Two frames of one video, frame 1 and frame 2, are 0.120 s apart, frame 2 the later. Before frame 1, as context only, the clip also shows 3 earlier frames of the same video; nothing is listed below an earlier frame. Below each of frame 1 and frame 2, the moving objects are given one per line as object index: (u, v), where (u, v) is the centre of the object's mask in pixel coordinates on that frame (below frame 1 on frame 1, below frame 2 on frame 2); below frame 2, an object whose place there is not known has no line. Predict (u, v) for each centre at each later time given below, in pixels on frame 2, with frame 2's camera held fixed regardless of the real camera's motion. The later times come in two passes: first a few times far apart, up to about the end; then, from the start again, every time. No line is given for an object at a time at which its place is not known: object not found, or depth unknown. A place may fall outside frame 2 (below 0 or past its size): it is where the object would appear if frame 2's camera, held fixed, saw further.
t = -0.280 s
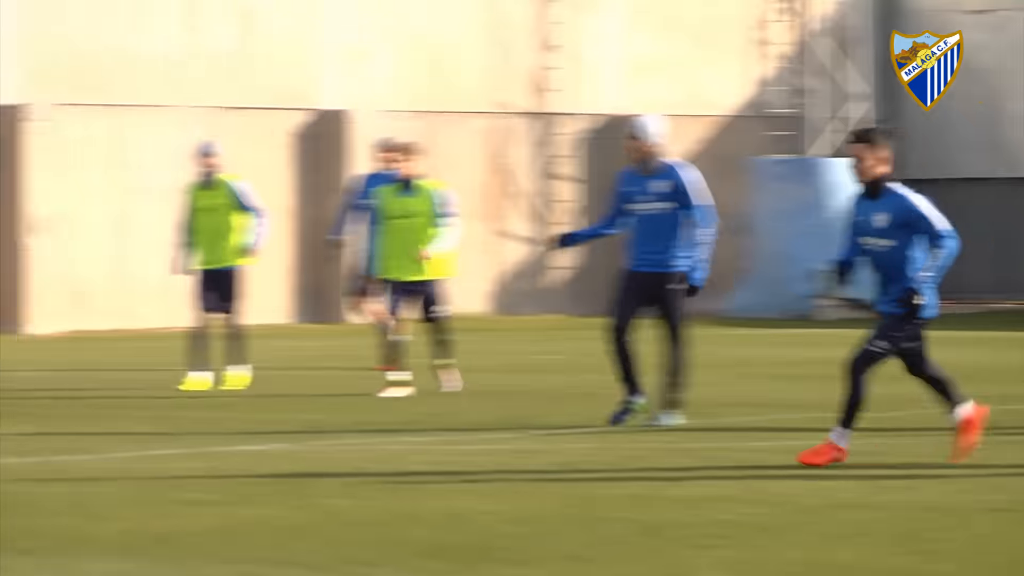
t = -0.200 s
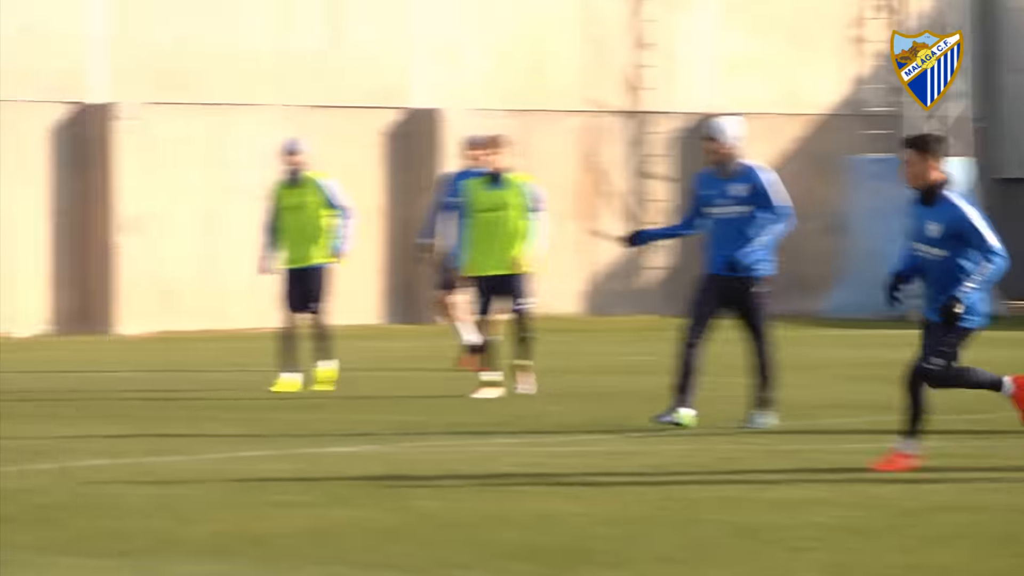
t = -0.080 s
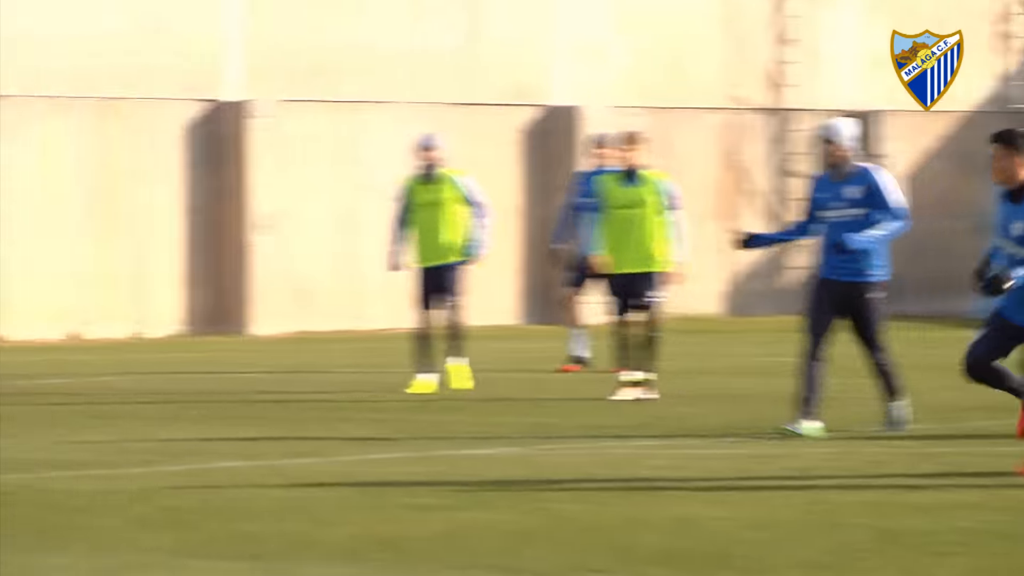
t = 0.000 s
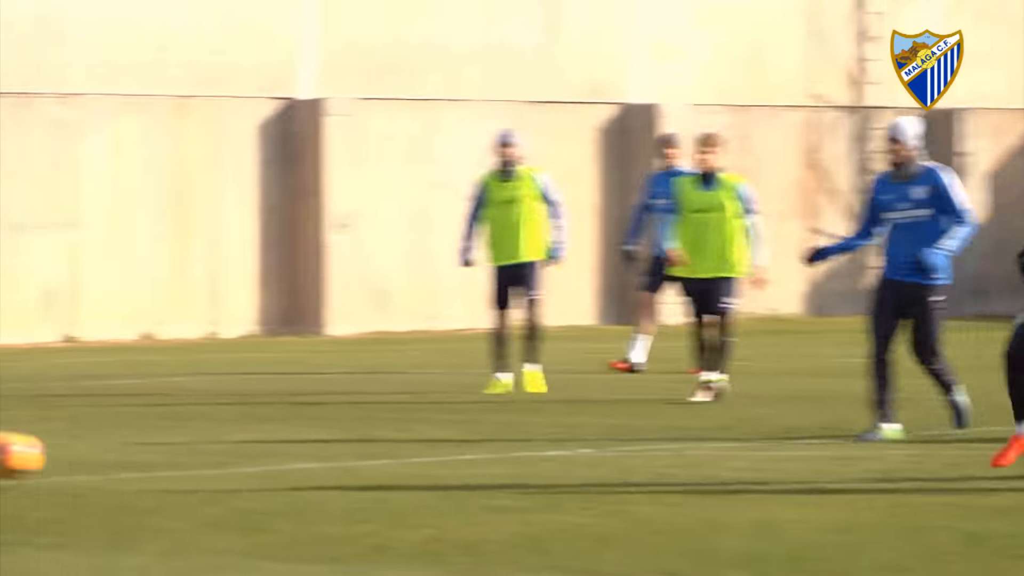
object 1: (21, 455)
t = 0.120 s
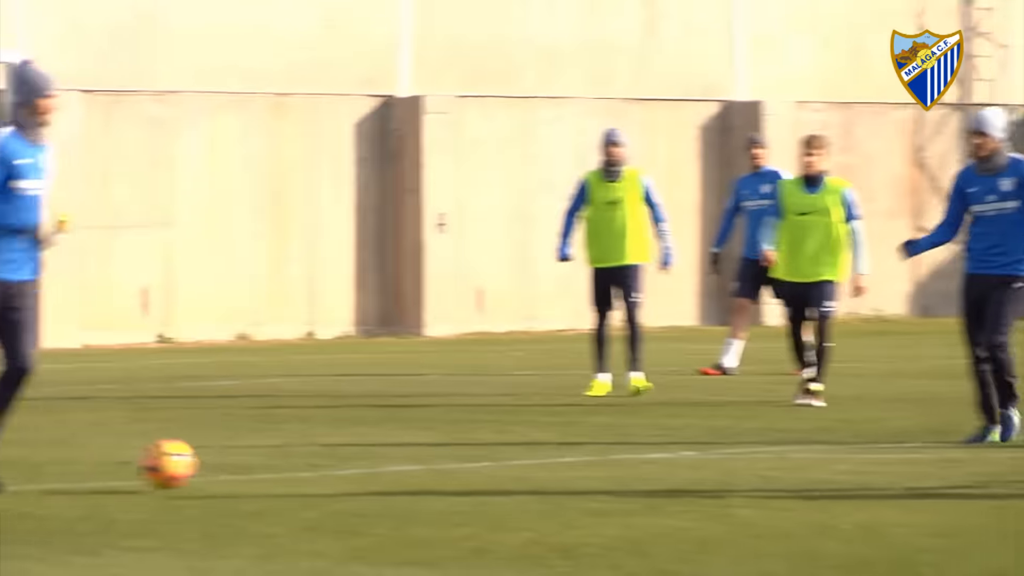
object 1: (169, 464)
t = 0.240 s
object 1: (220, 470)
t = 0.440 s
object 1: (270, 470)
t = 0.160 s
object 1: (186, 462)
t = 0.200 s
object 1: (204, 465)
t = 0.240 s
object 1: (220, 470)
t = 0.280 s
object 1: (231, 469)
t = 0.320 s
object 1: (241, 469)
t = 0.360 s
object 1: (252, 471)
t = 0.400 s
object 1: (262, 472)
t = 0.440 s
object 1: (270, 470)
